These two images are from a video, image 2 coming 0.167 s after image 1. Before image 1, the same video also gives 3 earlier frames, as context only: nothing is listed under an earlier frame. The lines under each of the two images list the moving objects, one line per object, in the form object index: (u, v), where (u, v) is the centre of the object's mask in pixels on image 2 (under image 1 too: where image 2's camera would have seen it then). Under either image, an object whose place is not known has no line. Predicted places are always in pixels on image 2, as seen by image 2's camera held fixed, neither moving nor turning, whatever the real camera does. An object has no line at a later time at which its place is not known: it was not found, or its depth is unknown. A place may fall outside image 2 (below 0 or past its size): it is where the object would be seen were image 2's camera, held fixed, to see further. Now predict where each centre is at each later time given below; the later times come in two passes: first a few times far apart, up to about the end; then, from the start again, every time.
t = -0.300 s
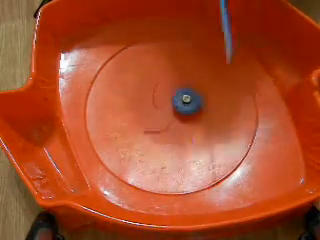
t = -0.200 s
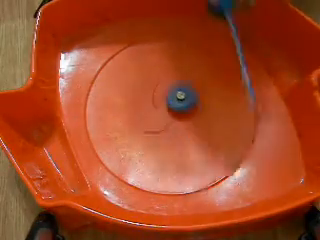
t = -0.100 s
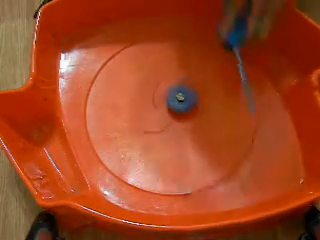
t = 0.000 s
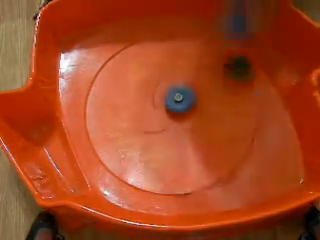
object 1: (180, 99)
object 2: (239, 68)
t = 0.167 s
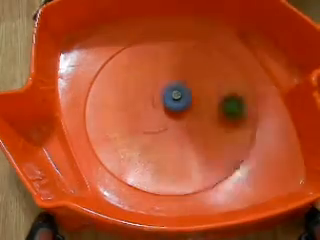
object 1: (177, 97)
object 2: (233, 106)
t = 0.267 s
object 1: (175, 96)
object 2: (220, 117)
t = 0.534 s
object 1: (172, 94)
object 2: (209, 116)
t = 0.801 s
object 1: (170, 95)
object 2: (200, 126)
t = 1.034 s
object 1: (166, 100)
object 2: (189, 127)
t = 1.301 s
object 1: (163, 103)
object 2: (181, 131)
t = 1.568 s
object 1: (154, 78)
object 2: (181, 151)
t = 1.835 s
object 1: (165, 75)
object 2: (183, 134)
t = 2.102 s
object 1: (174, 81)
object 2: (177, 125)
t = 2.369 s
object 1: (181, 91)
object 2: (172, 119)
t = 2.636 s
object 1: (187, 98)
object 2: (169, 122)
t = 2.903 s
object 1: (209, 77)
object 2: (160, 159)
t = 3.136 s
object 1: (215, 88)
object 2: (178, 150)
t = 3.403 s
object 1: (215, 97)
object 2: (180, 135)
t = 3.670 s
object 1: (210, 108)
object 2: (175, 122)
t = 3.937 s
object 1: (211, 117)
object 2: (154, 120)
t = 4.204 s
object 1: (204, 129)
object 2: (146, 116)
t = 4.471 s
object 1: (185, 134)
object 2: (151, 112)
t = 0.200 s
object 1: (176, 96)
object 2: (229, 112)
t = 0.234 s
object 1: (175, 96)
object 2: (225, 115)
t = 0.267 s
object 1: (175, 96)
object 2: (220, 117)
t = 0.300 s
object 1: (175, 96)
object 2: (216, 118)
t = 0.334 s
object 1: (175, 95)
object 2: (213, 119)
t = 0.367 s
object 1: (175, 95)
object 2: (212, 119)
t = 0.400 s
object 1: (174, 95)
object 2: (210, 118)
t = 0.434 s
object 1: (174, 94)
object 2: (209, 117)
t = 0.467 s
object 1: (173, 94)
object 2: (209, 116)
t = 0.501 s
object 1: (172, 94)
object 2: (209, 116)
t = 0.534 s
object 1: (172, 94)
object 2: (209, 116)
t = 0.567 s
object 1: (172, 94)
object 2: (208, 116)
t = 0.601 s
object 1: (171, 94)
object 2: (208, 116)
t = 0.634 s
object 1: (171, 94)
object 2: (207, 118)
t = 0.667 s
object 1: (171, 94)
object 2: (206, 120)
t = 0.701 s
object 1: (170, 94)
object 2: (204, 122)
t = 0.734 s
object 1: (170, 94)
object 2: (203, 123)
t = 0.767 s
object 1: (170, 95)
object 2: (201, 125)
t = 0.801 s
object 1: (170, 95)
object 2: (200, 126)
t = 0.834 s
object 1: (169, 95)
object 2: (198, 126)
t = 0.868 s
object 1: (169, 96)
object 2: (197, 126)
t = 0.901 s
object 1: (168, 97)
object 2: (196, 127)
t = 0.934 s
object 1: (168, 97)
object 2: (194, 127)
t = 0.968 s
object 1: (167, 98)
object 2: (193, 127)
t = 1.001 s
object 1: (167, 99)
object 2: (191, 127)
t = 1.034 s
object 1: (166, 100)
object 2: (189, 127)
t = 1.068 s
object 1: (166, 100)
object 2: (189, 128)
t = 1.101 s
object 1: (166, 101)
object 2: (187, 128)
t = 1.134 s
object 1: (165, 101)
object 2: (187, 128)
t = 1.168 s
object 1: (165, 101)
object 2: (186, 128)
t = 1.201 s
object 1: (164, 102)
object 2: (185, 129)
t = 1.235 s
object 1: (164, 102)
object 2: (184, 130)
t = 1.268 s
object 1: (164, 103)
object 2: (183, 131)
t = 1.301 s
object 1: (163, 103)
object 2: (181, 131)
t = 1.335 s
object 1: (162, 103)
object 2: (179, 131)
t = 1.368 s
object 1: (162, 104)
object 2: (176, 130)
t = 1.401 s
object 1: (160, 101)
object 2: (175, 131)
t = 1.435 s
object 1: (156, 94)
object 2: (177, 140)
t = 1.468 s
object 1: (154, 87)
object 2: (179, 146)
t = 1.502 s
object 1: (152, 82)
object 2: (180, 150)
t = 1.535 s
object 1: (153, 80)
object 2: (181, 151)
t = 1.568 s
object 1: (154, 78)
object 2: (181, 151)
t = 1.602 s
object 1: (155, 77)
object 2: (181, 149)
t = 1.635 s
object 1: (156, 76)
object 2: (182, 148)
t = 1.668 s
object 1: (158, 76)
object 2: (183, 145)
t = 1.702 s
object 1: (160, 76)
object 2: (183, 143)
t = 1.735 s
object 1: (161, 76)
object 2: (183, 141)
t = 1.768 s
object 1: (163, 75)
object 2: (183, 138)
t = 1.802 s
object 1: (164, 75)
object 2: (183, 137)
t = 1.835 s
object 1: (165, 75)
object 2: (183, 134)
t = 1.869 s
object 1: (166, 76)
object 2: (182, 131)
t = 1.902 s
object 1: (167, 76)
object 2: (182, 129)
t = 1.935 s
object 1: (169, 76)
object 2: (182, 128)
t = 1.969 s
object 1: (170, 77)
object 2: (181, 127)
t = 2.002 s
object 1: (171, 78)
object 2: (181, 127)
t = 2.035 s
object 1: (172, 78)
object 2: (180, 126)
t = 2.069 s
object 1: (173, 80)
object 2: (179, 126)
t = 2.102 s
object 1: (174, 81)
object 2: (177, 125)
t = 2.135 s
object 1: (175, 82)
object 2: (176, 125)
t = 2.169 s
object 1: (176, 83)
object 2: (173, 124)
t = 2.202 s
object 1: (177, 85)
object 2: (171, 122)
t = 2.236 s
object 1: (178, 86)
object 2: (171, 120)
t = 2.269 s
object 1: (178, 87)
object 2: (172, 120)
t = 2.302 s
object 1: (179, 89)
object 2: (172, 118)
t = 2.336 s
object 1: (180, 91)
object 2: (173, 118)
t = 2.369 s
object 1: (181, 91)
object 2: (172, 119)
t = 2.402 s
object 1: (181, 91)
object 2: (171, 121)
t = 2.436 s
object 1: (182, 92)
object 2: (170, 122)
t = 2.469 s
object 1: (182, 93)
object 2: (170, 122)
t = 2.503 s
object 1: (183, 93)
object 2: (169, 122)
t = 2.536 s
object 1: (183, 94)
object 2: (170, 122)
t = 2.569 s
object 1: (184, 96)
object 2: (169, 123)
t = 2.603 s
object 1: (185, 97)
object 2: (170, 122)
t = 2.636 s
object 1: (187, 98)
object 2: (169, 122)
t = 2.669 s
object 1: (192, 89)
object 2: (165, 134)
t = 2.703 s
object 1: (197, 81)
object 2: (160, 144)
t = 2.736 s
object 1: (200, 76)
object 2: (157, 151)
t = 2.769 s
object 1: (202, 74)
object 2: (155, 155)
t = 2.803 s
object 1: (204, 74)
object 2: (154, 157)
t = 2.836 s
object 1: (206, 74)
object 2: (155, 158)
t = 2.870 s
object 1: (207, 75)
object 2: (158, 159)
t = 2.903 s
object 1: (209, 77)
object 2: (160, 159)
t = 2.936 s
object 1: (210, 79)
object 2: (164, 158)
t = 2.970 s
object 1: (212, 80)
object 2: (167, 158)
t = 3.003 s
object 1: (213, 81)
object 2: (170, 157)
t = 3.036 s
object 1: (213, 82)
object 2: (173, 156)
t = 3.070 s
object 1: (214, 84)
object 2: (175, 154)
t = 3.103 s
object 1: (215, 87)
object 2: (177, 152)
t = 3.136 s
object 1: (215, 88)
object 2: (178, 150)
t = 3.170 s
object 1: (215, 89)
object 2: (179, 148)
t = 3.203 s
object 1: (215, 90)
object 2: (180, 146)
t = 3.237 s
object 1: (215, 91)
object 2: (180, 144)
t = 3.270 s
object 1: (215, 93)
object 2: (181, 142)
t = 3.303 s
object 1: (215, 94)
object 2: (181, 140)
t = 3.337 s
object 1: (215, 95)
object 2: (181, 138)
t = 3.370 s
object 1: (215, 96)
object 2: (181, 136)
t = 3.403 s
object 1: (215, 97)
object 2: (180, 135)
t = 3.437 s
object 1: (215, 99)
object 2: (180, 132)
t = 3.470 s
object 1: (214, 100)
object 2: (180, 130)
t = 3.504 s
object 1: (213, 101)
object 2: (179, 129)
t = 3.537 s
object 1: (213, 102)
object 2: (179, 127)
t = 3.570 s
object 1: (212, 103)
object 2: (178, 125)
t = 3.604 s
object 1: (212, 105)
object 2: (177, 124)
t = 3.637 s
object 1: (211, 106)
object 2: (176, 123)
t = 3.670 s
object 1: (210, 108)
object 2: (175, 122)
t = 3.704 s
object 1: (209, 109)
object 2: (174, 121)
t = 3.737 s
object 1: (208, 111)
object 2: (173, 119)
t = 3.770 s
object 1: (207, 112)
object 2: (173, 118)
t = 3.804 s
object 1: (206, 113)
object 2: (174, 118)
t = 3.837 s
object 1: (205, 115)
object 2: (174, 118)
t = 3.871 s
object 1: (205, 116)
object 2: (171, 118)
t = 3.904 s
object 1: (210, 116)
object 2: (161, 119)
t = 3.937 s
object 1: (211, 117)
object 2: (154, 120)
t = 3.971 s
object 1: (212, 118)
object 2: (148, 120)
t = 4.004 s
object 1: (211, 120)
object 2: (145, 119)
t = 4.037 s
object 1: (210, 121)
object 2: (144, 118)
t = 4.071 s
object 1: (209, 123)
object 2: (144, 118)
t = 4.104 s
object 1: (208, 125)
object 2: (144, 117)
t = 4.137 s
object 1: (207, 126)
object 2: (144, 117)
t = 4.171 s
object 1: (205, 127)
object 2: (145, 117)
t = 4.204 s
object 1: (204, 129)
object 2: (146, 116)
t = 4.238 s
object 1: (202, 131)
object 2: (147, 116)
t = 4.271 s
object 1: (200, 131)
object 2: (147, 116)
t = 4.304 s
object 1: (197, 132)
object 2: (148, 115)
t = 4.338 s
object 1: (195, 133)
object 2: (149, 115)
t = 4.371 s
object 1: (193, 134)
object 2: (149, 115)
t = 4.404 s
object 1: (190, 134)
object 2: (150, 114)
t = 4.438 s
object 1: (188, 135)
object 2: (150, 113)
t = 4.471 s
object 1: (185, 134)
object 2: (151, 112)
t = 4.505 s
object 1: (183, 134)
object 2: (152, 111)
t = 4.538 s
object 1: (180, 133)
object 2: (152, 111)
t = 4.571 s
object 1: (178, 132)
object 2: (153, 110)
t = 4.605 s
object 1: (176, 132)
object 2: (153, 109)
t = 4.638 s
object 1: (178, 135)
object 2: (150, 104)
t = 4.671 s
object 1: (182, 138)
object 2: (146, 98)
